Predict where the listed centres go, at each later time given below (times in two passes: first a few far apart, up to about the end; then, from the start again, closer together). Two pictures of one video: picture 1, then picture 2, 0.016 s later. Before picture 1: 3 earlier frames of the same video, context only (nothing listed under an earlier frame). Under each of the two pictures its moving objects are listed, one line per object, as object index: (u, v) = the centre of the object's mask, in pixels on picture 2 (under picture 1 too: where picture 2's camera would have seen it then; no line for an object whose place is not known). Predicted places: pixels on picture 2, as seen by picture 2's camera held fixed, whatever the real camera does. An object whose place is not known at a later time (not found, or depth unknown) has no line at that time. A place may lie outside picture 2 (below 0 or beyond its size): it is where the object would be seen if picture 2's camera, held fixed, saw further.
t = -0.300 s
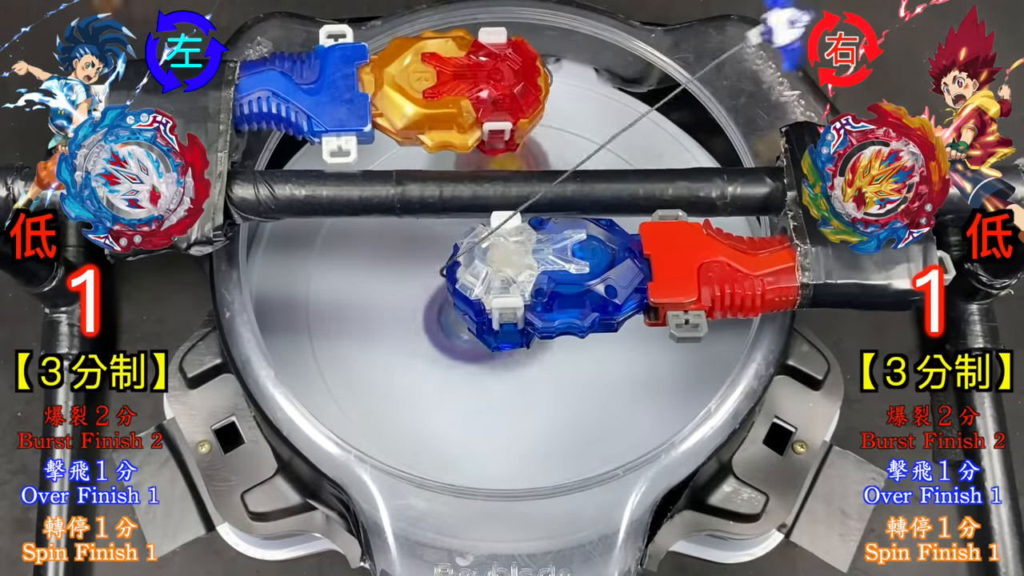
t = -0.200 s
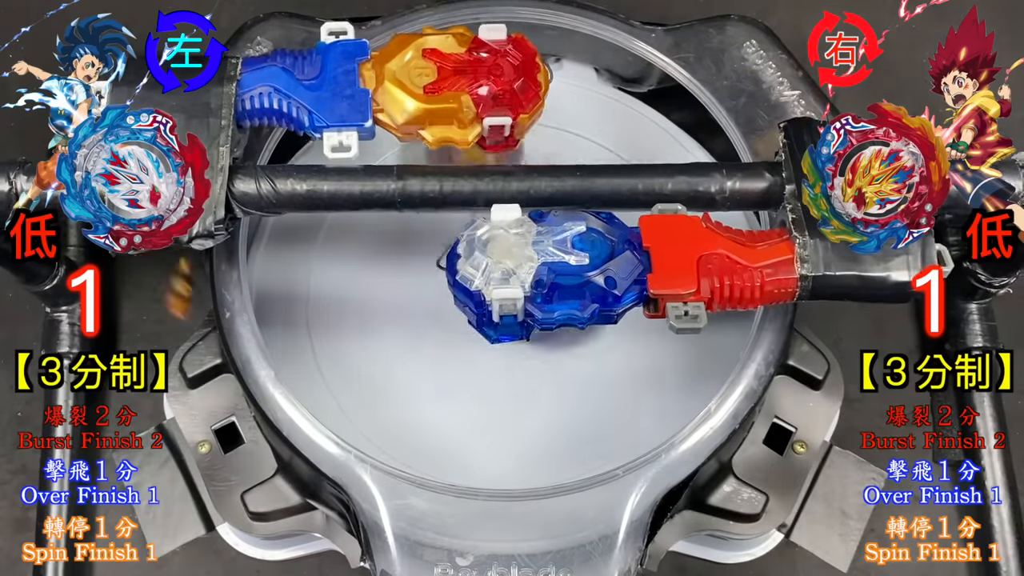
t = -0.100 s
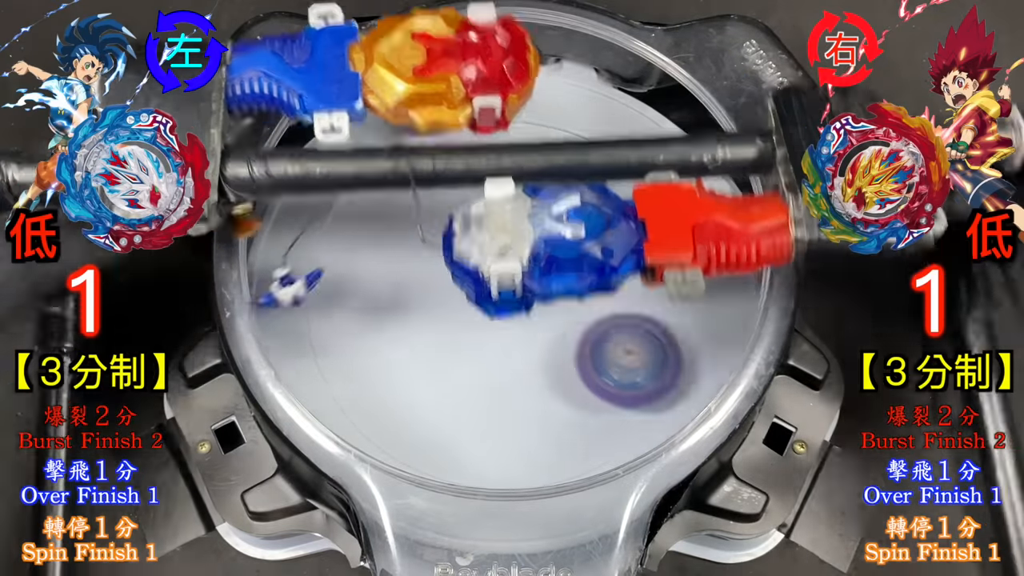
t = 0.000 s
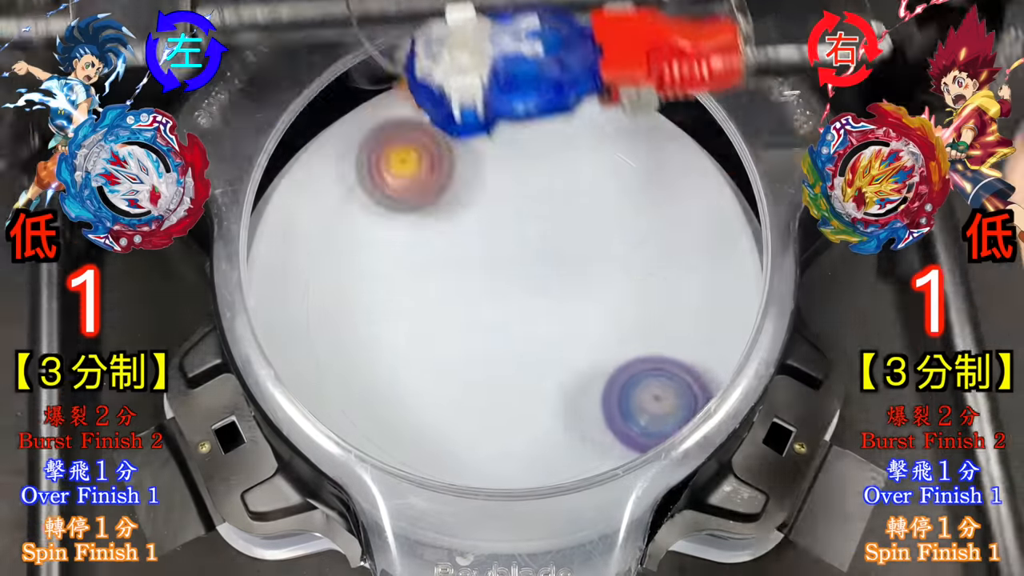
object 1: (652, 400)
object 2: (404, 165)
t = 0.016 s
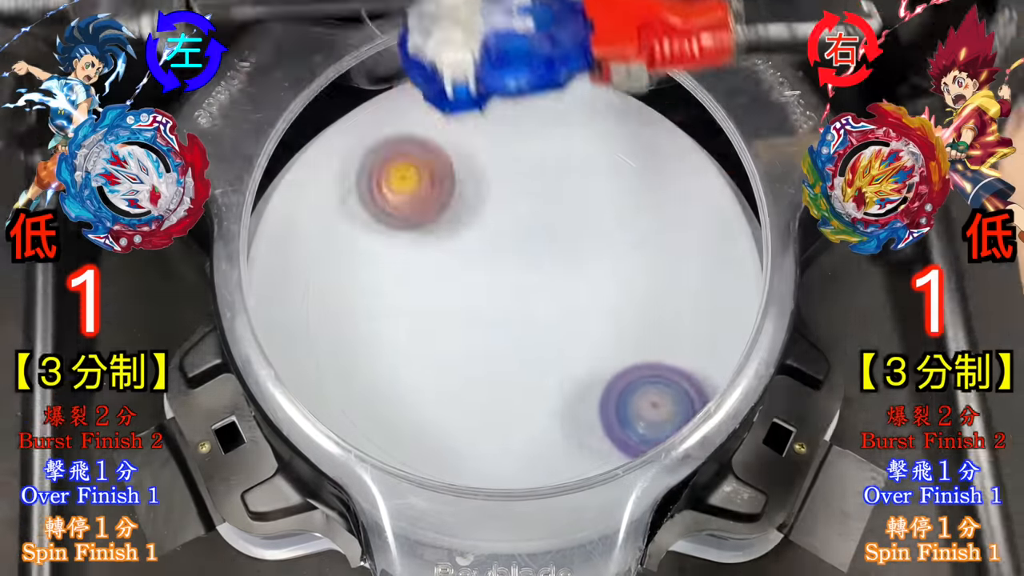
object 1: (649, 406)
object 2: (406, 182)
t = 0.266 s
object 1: (590, 456)
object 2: (530, 412)
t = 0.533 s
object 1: (481, 391)
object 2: (565, 208)
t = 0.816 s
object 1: (603, 199)
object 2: (461, 154)
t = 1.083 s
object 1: (704, 236)
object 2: (480, 368)
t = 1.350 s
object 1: (656, 309)
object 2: (512, 448)
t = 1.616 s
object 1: (529, 290)
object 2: (426, 334)
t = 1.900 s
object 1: (602, 234)
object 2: (438, 199)
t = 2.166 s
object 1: (610, 309)
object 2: (350, 216)
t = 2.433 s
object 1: (551, 277)
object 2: (407, 368)
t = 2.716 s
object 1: (601, 218)
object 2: (587, 342)
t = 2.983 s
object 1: (575, 122)
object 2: (653, 329)
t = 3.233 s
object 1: (505, 165)
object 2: (586, 218)
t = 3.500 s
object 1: (460, 139)
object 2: (502, 305)
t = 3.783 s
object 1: (549, 195)
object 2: (634, 392)
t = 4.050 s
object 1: (432, 264)
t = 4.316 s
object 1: (293, 237)
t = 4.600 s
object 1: (368, 115)
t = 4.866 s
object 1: (534, 232)
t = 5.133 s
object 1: (472, 369)
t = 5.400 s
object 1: (473, 409)
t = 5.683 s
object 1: (713, 305)
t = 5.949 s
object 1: (483, 162)
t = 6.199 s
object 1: (368, 225)
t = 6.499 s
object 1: (470, 165)
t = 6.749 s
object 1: (548, 317)
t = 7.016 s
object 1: (444, 432)
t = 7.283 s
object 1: (533, 379)
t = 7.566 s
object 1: (446, 95)
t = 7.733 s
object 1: (337, 143)
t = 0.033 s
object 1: (644, 411)
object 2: (406, 202)
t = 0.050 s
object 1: (639, 417)
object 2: (409, 223)
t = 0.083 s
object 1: (629, 425)
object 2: (419, 266)
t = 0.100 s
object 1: (624, 429)
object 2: (426, 290)
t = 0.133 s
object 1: (614, 435)
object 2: (450, 335)
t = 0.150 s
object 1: (608, 438)
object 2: (465, 357)
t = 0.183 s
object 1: (598, 442)
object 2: (499, 400)
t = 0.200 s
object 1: (599, 444)
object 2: (516, 415)
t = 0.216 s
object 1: (602, 448)
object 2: (523, 418)
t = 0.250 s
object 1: (596, 453)
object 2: (529, 419)
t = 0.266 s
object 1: (590, 456)
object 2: (530, 412)
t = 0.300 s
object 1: (577, 459)
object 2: (531, 398)
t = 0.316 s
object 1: (570, 459)
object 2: (533, 390)
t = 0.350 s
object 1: (558, 457)
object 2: (534, 371)
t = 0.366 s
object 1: (552, 456)
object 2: (535, 359)
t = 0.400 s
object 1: (540, 452)
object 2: (537, 333)
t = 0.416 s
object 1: (532, 450)
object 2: (532, 319)
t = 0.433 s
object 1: (524, 446)
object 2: (539, 306)
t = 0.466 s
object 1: (507, 433)
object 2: (546, 276)
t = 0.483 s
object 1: (499, 424)
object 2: (550, 260)
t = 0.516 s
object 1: (486, 402)
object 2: (560, 226)
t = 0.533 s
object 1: (481, 391)
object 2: (565, 208)
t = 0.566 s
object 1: (476, 367)
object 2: (575, 171)
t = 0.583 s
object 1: (476, 355)
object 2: (579, 153)
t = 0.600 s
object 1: (477, 342)
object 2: (581, 133)
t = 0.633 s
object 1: (482, 317)
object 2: (578, 100)
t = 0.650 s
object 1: (488, 305)
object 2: (575, 91)
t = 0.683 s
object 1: (503, 280)
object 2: (553, 101)
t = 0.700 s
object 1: (512, 268)
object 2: (542, 110)
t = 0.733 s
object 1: (536, 246)
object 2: (517, 118)
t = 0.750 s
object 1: (549, 235)
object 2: (506, 124)
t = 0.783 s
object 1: (576, 215)
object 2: (483, 138)
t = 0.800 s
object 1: (589, 207)
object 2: (471, 145)
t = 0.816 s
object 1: (603, 199)
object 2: (461, 154)
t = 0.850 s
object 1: (629, 186)
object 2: (439, 172)
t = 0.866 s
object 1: (641, 181)
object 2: (430, 184)
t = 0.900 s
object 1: (659, 176)
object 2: (417, 206)
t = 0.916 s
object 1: (665, 177)
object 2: (410, 219)
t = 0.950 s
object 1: (677, 183)
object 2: (407, 247)
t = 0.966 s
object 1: (682, 187)
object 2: (410, 263)
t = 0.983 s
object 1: (687, 192)
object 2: (413, 278)
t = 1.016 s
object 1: (694, 203)
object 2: (426, 310)
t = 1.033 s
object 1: (697, 211)
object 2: (436, 325)
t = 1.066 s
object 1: (701, 227)
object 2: (463, 355)
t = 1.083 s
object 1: (704, 236)
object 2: (480, 368)
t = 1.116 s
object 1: (706, 259)
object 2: (515, 391)
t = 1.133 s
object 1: (708, 272)
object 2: (536, 402)
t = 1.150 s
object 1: (710, 285)
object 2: (557, 411)
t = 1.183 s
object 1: (710, 311)
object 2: (595, 418)
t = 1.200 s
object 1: (709, 324)
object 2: (609, 411)
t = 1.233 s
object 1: (707, 337)
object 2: (615, 409)
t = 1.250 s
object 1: (705, 331)
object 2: (600, 419)
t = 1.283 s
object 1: (698, 323)
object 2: (569, 434)
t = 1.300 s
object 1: (690, 319)
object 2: (555, 440)
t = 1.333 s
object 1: (667, 311)
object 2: (526, 446)
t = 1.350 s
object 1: (656, 309)
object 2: (512, 448)
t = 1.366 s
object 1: (643, 307)
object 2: (499, 449)
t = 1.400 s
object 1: (620, 306)
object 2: (472, 446)
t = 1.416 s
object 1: (609, 306)
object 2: (460, 444)
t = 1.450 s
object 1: (587, 307)
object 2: (436, 435)
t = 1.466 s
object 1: (577, 307)
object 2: (426, 430)
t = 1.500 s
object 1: (562, 307)
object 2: (410, 415)
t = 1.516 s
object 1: (554, 306)
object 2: (404, 404)
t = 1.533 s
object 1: (548, 305)
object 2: (405, 394)
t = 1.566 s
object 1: (538, 300)
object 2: (408, 369)
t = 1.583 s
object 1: (534, 297)
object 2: (413, 358)
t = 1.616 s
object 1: (529, 290)
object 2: (426, 334)
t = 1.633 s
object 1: (528, 284)
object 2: (434, 324)
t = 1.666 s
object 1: (536, 271)
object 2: (437, 309)
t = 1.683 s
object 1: (540, 264)
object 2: (439, 301)
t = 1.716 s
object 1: (549, 253)
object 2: (442, 284)
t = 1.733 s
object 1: (552, 248)
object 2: (444, 276)
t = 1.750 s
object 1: (557, 243)
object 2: (445, 267)
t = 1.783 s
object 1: (567, 236)
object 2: (449, 251)
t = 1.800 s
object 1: (572, 234)
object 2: (448, 243)
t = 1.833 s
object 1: (582, 231)
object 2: (448, 228)
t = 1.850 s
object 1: (587, 231)
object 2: (445, 220)
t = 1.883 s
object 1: (597, 232)
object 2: (442, 206)
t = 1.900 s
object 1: (602, 234)
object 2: (438, 199)
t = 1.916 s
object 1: (607, 236)
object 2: (434, 193)
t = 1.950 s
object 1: (615, 242)
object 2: (423, 182)
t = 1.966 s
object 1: (618, 246)
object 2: (418, 178)
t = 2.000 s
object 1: (625, 255)
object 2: (405, 173)
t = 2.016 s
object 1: (626, 260)
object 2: (398, 171)
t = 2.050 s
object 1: (628, 271)
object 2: (383, 172)
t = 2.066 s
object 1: (627, 277)
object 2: (376, 173)
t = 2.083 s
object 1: (627, 283)
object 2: (368, 176)
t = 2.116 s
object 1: (622, 294)
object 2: (360, 190)
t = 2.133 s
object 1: (619, 299)
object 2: (356, 199)
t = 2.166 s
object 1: (610, 309)
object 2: (350, 216)
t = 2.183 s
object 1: (604, 313)
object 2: (348, 226)
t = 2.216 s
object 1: (591, 319)
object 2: (346, 246)
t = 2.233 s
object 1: (584, 322)
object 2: (347, 259)
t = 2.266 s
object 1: (568, 324)
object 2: (353, 281)
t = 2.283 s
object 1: (560, 323)
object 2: (358, 292)
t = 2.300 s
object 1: (553, 322)
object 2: (365, 302)
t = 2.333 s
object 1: (537, 318)
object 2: (388, 322)
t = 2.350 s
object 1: (530, 315)
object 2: (400, 330)
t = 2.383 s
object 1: (525, 304)
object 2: (419, 344)
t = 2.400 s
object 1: (534, 294)
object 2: (412, 353)
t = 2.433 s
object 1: (551, 277)
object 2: (407, 368)
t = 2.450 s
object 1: (558, 268)
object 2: (405, 374)
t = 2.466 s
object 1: (563, 261)
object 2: (409, 380)
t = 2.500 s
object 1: (570, 250)
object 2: (420, 388)
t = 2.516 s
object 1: (573, 247)
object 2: (426, 389)
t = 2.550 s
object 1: (578, 242)
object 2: (448, 389)
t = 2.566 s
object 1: (580, 241)
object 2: (464, 388)
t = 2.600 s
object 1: (585, 241)
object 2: (493, 380)
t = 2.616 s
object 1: (587, 242)
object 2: (510, 372)
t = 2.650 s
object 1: (591, 244)
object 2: (541, 353)
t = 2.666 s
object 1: (593, 246)
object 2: (555, 340)
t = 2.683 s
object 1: (596, 240)
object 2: (567, 337)
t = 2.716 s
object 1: (601, 218)
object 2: (587, 342)
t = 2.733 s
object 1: (603, 210)
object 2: (595, 342)
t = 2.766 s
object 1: (606, 199)
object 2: (609, 336)
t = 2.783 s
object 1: (607, 195)
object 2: (616, 332)
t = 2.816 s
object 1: (609, 192)
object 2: (625, 316)
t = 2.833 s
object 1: (611, 192)
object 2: (628, 305)
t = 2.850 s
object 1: (612, 192)
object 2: (631, 295)
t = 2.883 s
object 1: (609, 170)
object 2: (640, 300)
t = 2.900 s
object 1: (605, 156)
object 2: (643, 308)
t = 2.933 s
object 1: (595, 137)
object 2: (650, 321)
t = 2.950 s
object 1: (588, 131)
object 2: (652, 325)
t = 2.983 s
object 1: (575, 122)
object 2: (653, 329)
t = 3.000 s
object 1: (569, 120)
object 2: (652, 327)
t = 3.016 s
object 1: (563, 117)
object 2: (652, 326)
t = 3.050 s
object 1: (551, 116)
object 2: (649, 316)
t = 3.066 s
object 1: (546, 116)
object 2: (645, 310)
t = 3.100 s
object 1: (536, 118)
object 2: (637, 293)
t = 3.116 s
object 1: (531, 121)
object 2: (634, 283)
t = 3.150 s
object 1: (523, 133)
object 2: (623, 262)
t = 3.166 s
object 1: (518, 141)
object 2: (616, 252)
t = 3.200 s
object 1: (513, 157)
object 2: (601, 230)
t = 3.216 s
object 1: (512, 165)
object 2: (589, 220)
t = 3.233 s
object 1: (505, 165)
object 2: (586, 218)
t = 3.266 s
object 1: (491, 163)
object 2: (575, 217)
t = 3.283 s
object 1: (487, 162)
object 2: (567, 217)
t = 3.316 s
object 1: (476, 156)
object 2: (553, 223)
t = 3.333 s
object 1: (470, 150)
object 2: (548, 229)
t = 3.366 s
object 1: (461, 139)
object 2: (536, 241)
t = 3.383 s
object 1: (458, 135)
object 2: (531, 248)
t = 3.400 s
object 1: (455, 130)
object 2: (523, 255)
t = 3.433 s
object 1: (453, 127)
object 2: (513, 270)
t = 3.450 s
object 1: (453, 128)
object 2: (508, 278)
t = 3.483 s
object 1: (456, 135)
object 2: (503, 296)
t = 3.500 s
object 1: (460, 139)
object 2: (502, 305)
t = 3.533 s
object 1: (468, 148)
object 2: (503, 323)
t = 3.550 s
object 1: (474, 151)
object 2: (505, 334)
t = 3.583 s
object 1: (486, 159)
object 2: (512, 351)
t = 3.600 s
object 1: (493, 162)
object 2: (516, 360)
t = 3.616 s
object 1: (500, 166)
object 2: (522, 368)
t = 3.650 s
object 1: (513, 171)
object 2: (538, 382)
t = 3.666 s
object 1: (519, 174)
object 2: (548, 388)
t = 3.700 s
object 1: (529, 179)
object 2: (568, 396)
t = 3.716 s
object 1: (535, 182)
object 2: (583, 399)
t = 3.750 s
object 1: (543, 188)
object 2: (609, 398)
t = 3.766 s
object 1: (547, 191)
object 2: (622, 397)
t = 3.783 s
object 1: (549, 195)
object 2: (634, 392)
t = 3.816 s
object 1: (555, 203)
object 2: (658, 377)
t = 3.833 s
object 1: (557, 208)
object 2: (669, 367)
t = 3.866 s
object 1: (559, 218)
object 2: (673, 340)
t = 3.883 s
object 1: (559, 223)
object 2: (675, 323)
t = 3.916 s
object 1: (558, 234)
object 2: (672, 293)
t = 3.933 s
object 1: (557, 240)
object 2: (670, 278)
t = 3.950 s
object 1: (556, 244)
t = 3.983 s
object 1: (530, 252)
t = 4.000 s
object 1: (504, 255)
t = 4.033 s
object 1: (453, 261)
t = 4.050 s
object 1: (432, 264)
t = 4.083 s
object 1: (390, 264)
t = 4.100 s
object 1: (370, 263)
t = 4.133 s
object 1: (334, 259)
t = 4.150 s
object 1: (319, 255)
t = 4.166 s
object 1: (310, 251)
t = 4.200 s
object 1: (299, 247)
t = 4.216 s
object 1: (296, 248)
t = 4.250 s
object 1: (293, 244)
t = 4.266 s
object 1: (292, 242)
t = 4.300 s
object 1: (292, 240)
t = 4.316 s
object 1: (293, 237)
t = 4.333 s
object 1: (295, 235)
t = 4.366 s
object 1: (301, 228)
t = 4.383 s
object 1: (306, 225)
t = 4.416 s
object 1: (319, 216)
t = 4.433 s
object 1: (322, 208)
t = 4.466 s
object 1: (321, 184)
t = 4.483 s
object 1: (323, 171)
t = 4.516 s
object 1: (328, 150)
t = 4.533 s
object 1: (334, 139)
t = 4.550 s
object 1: (341, 130)
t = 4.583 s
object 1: (358, 116)
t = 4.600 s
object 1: (368, 115)
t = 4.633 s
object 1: (391, 128)
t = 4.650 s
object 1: (403, 134)
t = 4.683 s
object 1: (427, 149)
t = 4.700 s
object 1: (440, 157)
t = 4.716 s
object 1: (453, 164)
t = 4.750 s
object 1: (476, 178)
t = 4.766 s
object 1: (487, 186)
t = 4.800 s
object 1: (507, 199)
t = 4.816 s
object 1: (515, 207)
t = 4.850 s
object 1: (529, 224)
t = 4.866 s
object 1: (534, 232)
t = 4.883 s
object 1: (537, 241)
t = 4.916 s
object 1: (543, 260)
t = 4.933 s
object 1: (543, 269)
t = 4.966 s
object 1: (541, 289)
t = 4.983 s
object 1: (540, 299)
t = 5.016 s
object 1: (531, 318)
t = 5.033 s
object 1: (526, 328)
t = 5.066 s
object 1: (512, 344)
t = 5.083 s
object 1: (502, 352)
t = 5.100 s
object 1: (493, 359)
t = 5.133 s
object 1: (472, 369)
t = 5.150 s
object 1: (460, 372)
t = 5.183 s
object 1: (434, 377)
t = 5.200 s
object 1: (421, 377)
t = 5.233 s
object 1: (395, 372)
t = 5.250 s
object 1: (395, 375)
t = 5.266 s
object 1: (407, 383)
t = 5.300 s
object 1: (429, 396)
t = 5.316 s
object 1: (439, 400)
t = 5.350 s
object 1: (455, 406)
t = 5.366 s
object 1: (462, 407)
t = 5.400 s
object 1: (473, 409)
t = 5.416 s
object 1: (477, 409)
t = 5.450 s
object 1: (489, 406)
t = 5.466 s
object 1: (505, 403)
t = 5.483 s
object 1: (518, 400)
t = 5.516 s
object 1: (541, 393)
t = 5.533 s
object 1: (549, 390)
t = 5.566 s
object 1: (564, 386)
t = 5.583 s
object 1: (569, 384)
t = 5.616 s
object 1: (614, 366)
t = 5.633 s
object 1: (646, 354)
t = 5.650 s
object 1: (674, 340)
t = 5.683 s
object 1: (713, 305)
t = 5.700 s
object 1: (721, 289)
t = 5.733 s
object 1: (706, 265)
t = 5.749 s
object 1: (688, 253)
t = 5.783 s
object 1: (658, 230)
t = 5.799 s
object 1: (641, 218)
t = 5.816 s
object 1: (625, 209)
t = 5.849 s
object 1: (590, 195)
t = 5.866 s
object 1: (572, 185)
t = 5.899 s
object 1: (536, 173)
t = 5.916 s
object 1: (518, 170)
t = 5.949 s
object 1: (483, 162)
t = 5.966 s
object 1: (466, 161)
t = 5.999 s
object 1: (435, 160)
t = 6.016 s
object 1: (421, 161)
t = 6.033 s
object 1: (407, 163)
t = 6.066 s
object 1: (385, 170)
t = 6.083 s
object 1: (377, 174)
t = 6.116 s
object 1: (364, 186)
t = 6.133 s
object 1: (361, 194)
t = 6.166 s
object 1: (361, 209)
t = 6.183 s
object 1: (364, 218)
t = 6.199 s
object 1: (368, 225)
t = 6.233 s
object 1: (344, 195)
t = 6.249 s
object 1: (339, 179)
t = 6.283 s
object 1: (332, 154)
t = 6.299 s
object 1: (332, 146)
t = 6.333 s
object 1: (341, 138)
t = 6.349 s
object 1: (351, 138)
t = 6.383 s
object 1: (374, 140)
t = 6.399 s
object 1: (386, 142)
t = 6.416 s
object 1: (399, 145)
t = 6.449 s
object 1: (429, 153)
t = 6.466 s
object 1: (443, 156)
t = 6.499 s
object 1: (470, 165)
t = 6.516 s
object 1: (484, 170)
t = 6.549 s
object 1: (507, 181)
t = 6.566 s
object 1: (518, 188)
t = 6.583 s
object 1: (528, 197)
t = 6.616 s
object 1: (547, 217)
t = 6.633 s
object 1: (547, 227)
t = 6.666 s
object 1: (545, 254)
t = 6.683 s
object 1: (545, 267)
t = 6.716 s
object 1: (547, 292)
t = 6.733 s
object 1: (548, 305)
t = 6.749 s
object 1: (548, 317)
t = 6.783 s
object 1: (546, 340)
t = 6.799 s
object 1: (544, 352)
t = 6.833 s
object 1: (535, 372)
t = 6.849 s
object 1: (530, 381)
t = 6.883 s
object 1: (516, 398)
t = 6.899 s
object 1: (508, 406)
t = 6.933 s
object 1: (491, 419)
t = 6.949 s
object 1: (482, 424)
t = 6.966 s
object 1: (473, 428)
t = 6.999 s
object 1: (454, 433)
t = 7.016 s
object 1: (444, 432)
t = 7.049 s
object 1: (428, 431)
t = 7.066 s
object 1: (420, 429)
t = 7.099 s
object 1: (407, 426)
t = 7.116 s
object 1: (401, 423)
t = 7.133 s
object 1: (395, 420)
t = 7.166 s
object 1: (386, 415)
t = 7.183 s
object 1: (404, 415)
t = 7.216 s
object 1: (447, 409)
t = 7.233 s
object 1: (467, 402)
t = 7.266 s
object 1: (512, 387)
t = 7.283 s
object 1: (533, 379)
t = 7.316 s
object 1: (573, 352)
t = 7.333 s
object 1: (577, 329)
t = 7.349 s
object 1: (576, 320)
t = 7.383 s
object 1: (568, 304)
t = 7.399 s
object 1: (551, 271)
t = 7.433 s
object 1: (520, 206)
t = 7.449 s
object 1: (505, 177)
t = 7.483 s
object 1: (481, 125)
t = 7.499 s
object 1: (470, 112)
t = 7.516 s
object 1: (464, 101)
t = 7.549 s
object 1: (451, 92)
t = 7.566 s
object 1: (446, 95)
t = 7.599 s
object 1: (443, 103)
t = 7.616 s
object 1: (442, 107)
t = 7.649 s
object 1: (445, 122)
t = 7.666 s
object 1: (424, 128)
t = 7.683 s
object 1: (401, 131)
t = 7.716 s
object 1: (356, 136)
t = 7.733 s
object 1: (337, 143)
